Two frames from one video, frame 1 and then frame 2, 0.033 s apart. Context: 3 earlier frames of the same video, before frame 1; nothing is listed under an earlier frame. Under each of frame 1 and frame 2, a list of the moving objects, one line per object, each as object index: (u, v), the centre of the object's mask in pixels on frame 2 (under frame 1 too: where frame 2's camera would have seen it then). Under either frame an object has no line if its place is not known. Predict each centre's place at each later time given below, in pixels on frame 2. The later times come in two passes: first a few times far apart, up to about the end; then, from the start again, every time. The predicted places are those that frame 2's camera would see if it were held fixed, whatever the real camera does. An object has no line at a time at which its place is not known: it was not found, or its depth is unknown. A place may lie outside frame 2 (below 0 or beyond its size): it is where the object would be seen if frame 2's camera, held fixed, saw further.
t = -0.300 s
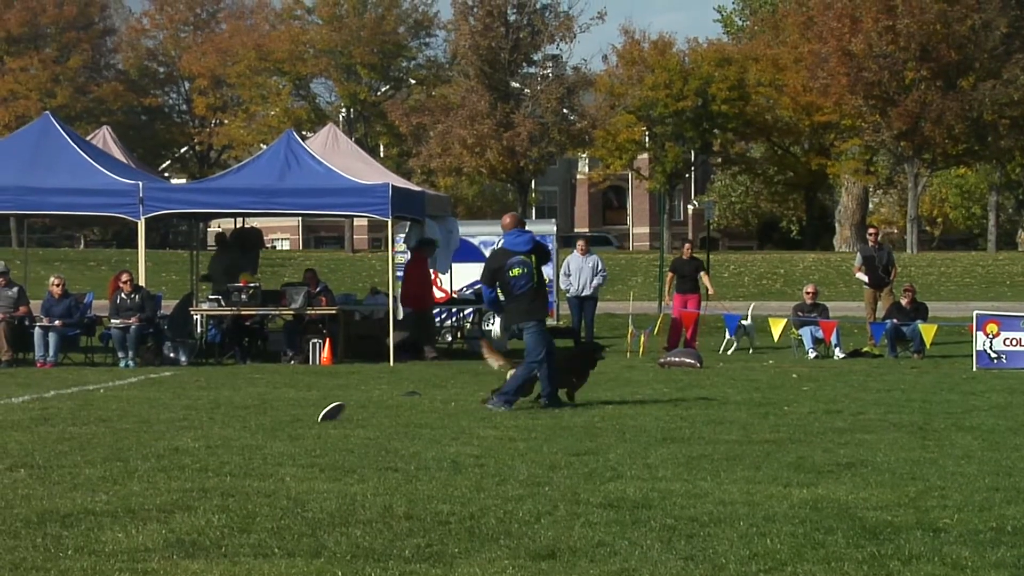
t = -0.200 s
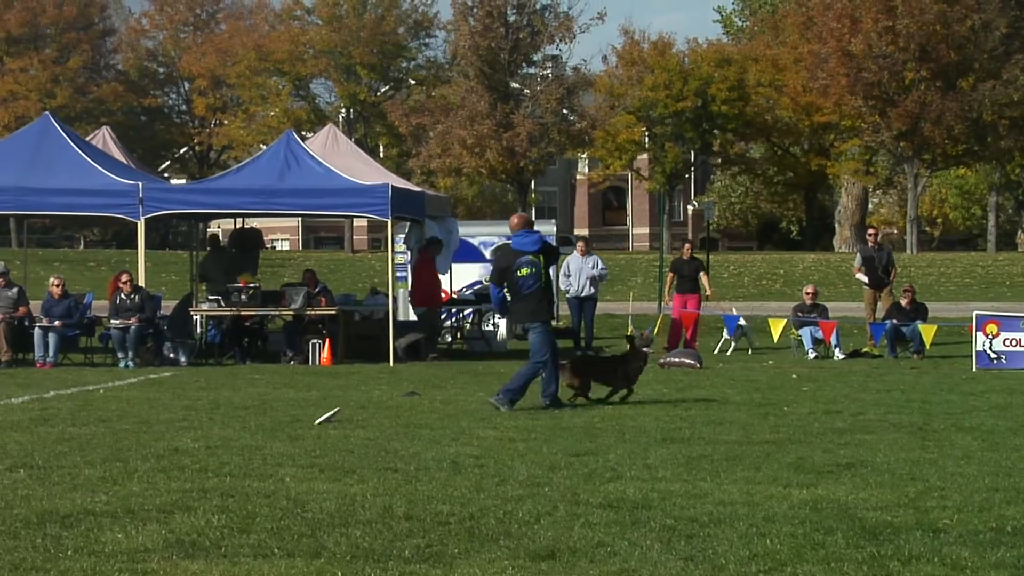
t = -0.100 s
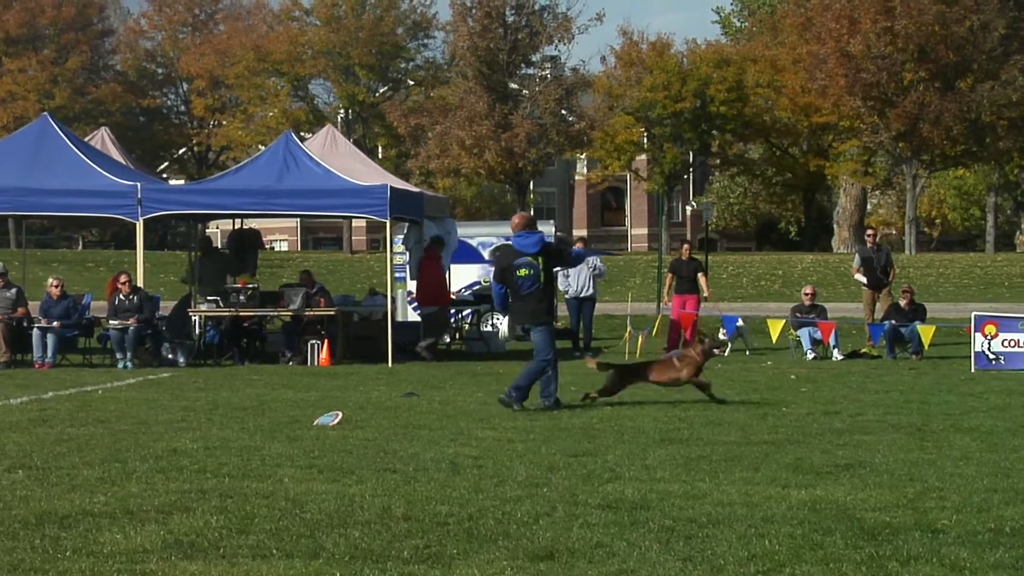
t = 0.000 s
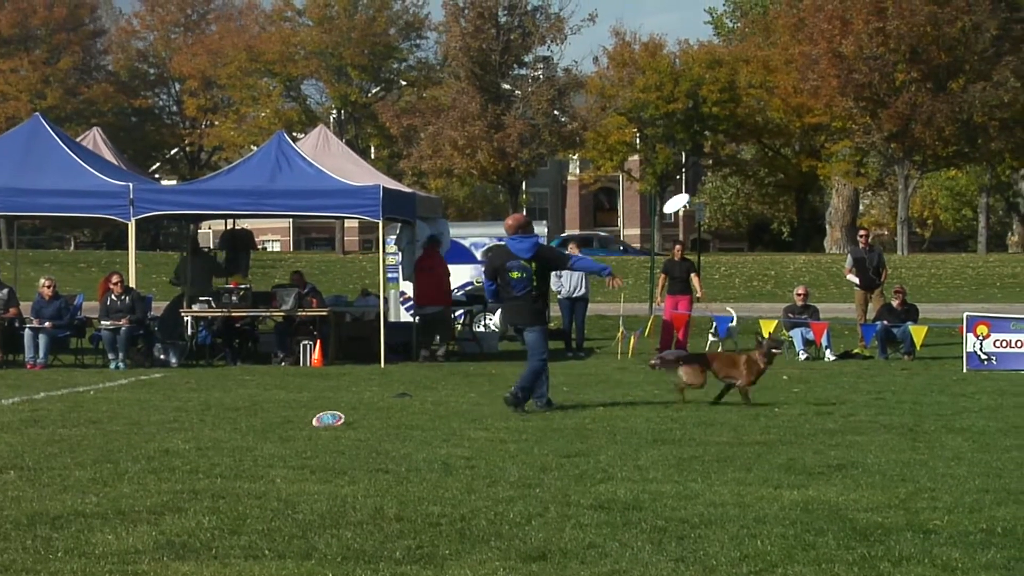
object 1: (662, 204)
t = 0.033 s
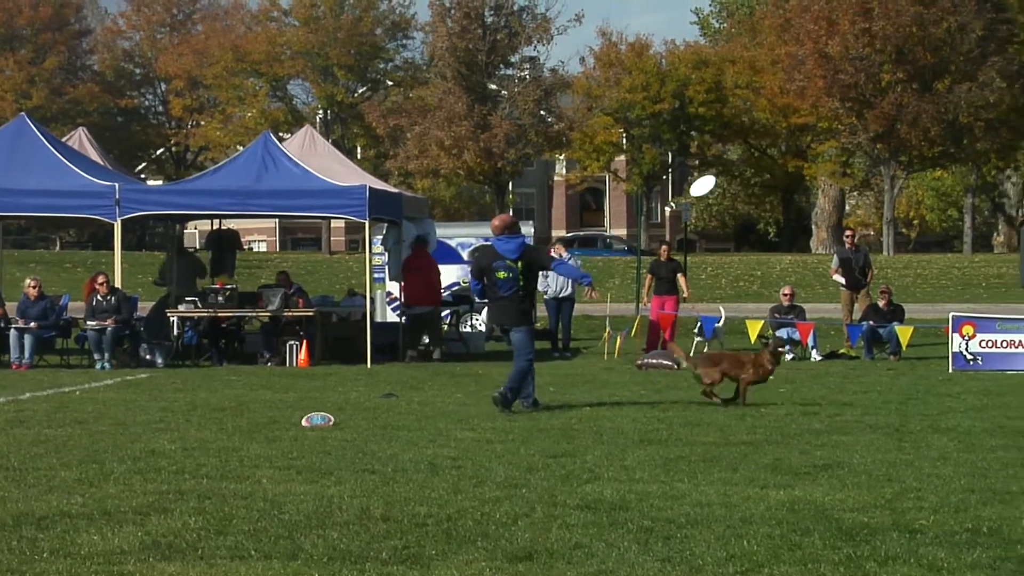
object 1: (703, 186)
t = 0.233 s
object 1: (932, 95)
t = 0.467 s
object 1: (1182, 10)
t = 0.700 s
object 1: (1422, -47)
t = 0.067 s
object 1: (742, 169)
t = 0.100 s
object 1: (781, 153)
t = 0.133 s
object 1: (819, 137)
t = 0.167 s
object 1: (857, 122)
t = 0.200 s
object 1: (895, 108)
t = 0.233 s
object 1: (932, 95)
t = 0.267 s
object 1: (969, 81)
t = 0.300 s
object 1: (1005, 67)
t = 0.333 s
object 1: (1041, 56)
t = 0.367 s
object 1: (1077, 44)
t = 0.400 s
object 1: (1112, 33)
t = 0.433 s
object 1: (1147, 20)
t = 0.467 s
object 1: (1182, 10)
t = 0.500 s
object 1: (1217, 0)
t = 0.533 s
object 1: (1252, -9)
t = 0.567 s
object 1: (1287, -17)
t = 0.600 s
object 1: (1321, -25)
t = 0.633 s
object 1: (1355, -32)
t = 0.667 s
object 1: (1389, -40)
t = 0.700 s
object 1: (1422, -47)
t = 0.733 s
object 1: (1454, -53)
